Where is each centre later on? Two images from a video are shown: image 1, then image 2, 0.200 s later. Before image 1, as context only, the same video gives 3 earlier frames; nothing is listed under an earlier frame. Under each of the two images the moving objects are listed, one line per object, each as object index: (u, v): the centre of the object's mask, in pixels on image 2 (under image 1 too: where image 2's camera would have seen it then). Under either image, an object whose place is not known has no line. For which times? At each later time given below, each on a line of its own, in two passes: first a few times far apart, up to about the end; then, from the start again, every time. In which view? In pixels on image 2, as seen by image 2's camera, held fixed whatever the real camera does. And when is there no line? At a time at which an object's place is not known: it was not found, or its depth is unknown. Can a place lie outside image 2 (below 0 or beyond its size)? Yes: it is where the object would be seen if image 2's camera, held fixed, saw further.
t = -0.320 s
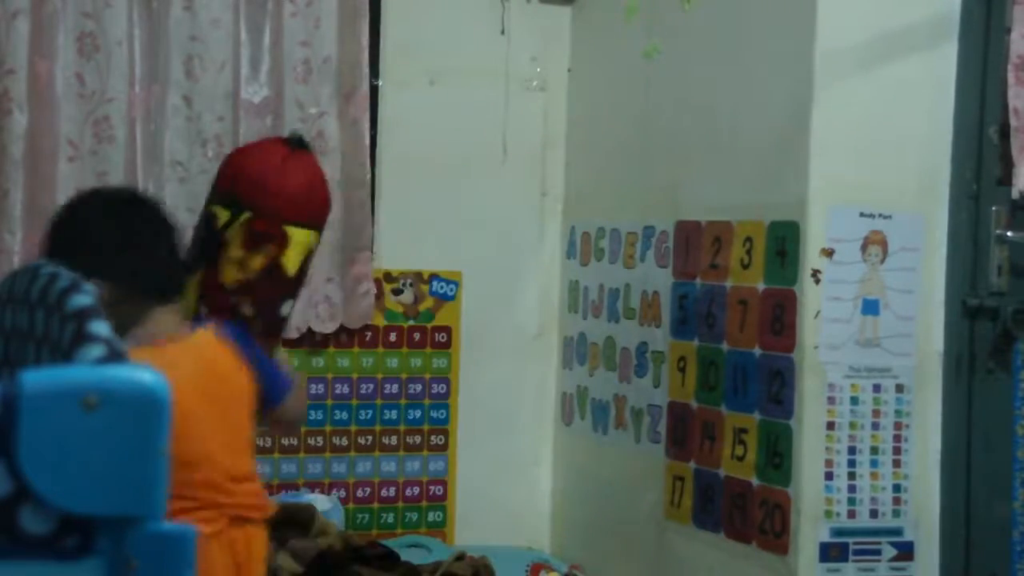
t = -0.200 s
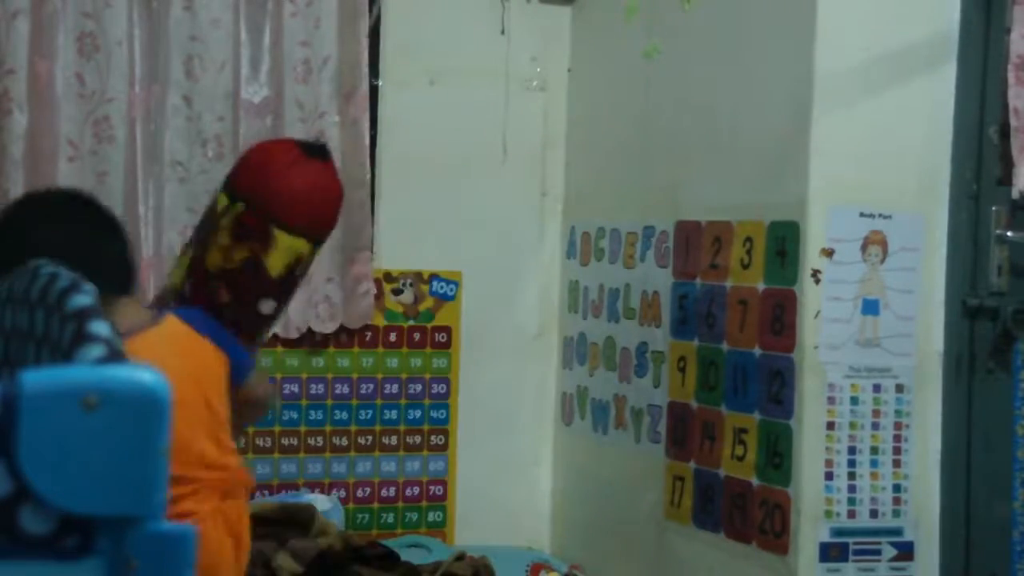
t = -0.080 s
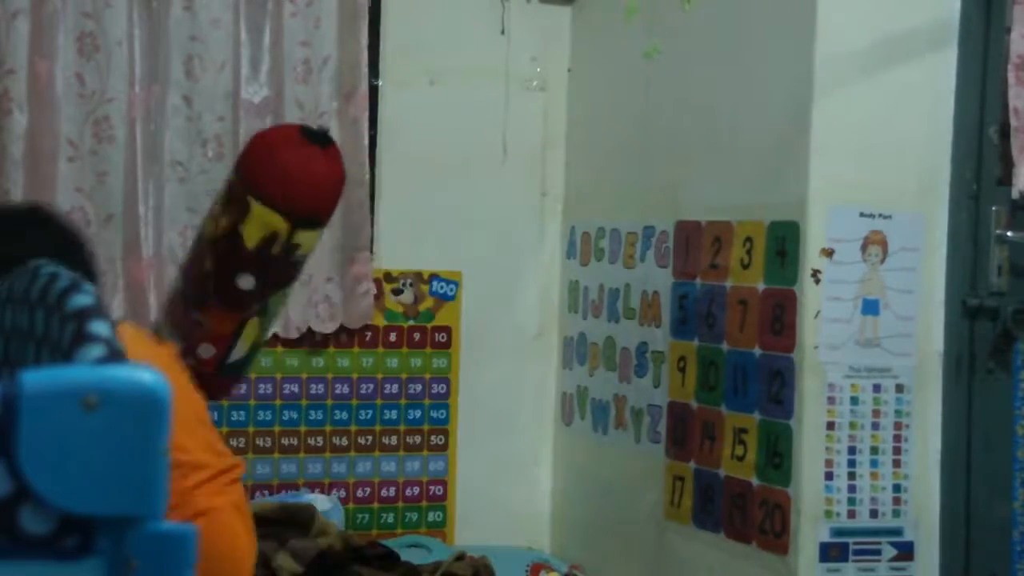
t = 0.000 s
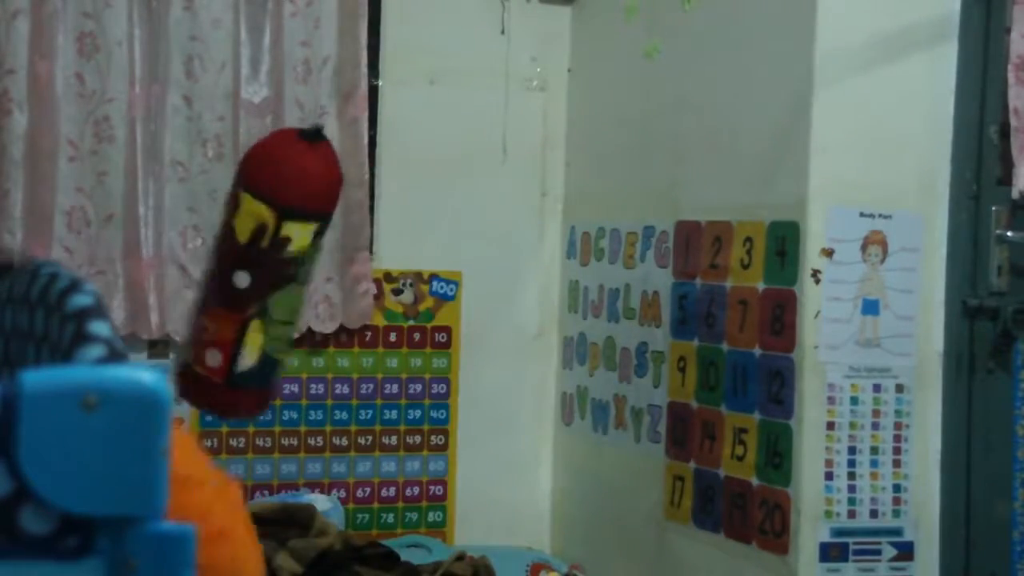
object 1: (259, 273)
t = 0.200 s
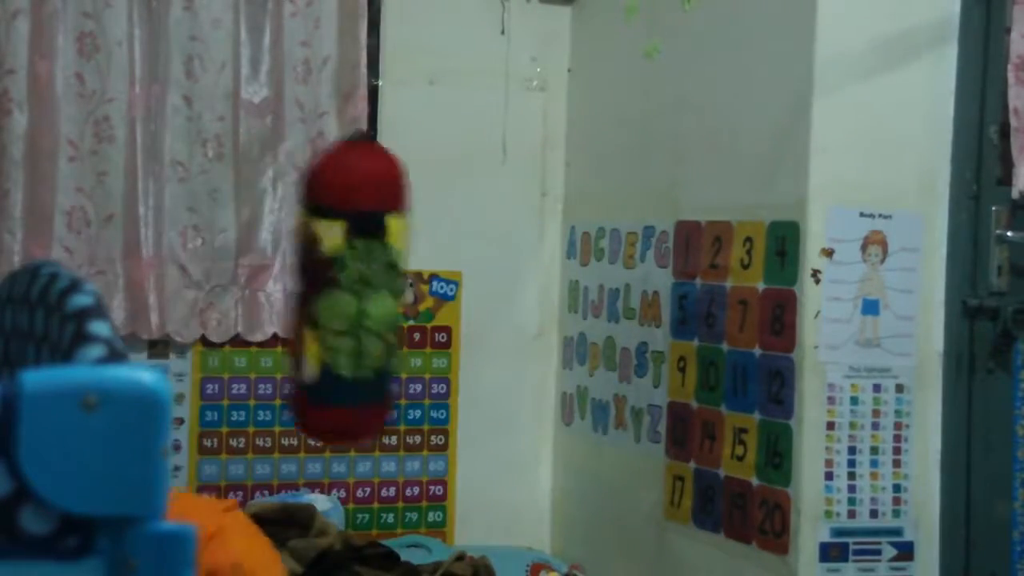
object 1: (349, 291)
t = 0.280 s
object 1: (398, 318)
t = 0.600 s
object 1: (567, 334)
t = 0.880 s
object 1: (590, 301)
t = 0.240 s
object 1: (373, 304)
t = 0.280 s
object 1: (398, 318)
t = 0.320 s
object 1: (423, 325)
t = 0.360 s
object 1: (447, 329)
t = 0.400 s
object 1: (470, 329)
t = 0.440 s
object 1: (493, 332)
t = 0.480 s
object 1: (516, 336)
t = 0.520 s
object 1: (536, 340)
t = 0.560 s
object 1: (552, 338)
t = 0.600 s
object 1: (567, 334)
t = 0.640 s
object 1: (579, 328)
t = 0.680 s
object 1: (589, 323)
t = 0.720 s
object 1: (597, 317)
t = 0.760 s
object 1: (601, 311)
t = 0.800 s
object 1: (601, 306)
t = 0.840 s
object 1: (597, 303)
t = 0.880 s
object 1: (590, 301)
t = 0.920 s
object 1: (579, 298)
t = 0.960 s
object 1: (566, 295)
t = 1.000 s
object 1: (551, 294)
